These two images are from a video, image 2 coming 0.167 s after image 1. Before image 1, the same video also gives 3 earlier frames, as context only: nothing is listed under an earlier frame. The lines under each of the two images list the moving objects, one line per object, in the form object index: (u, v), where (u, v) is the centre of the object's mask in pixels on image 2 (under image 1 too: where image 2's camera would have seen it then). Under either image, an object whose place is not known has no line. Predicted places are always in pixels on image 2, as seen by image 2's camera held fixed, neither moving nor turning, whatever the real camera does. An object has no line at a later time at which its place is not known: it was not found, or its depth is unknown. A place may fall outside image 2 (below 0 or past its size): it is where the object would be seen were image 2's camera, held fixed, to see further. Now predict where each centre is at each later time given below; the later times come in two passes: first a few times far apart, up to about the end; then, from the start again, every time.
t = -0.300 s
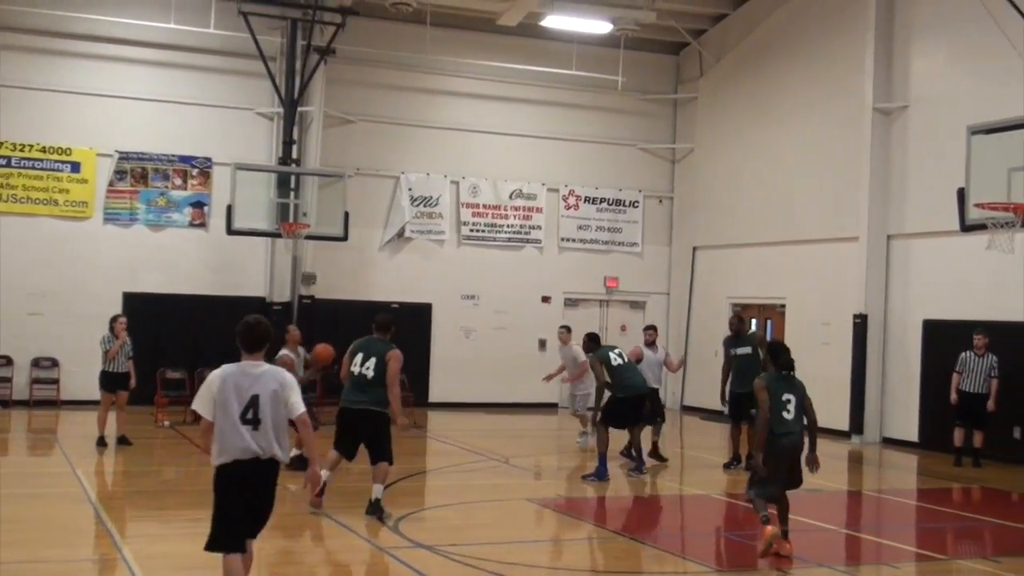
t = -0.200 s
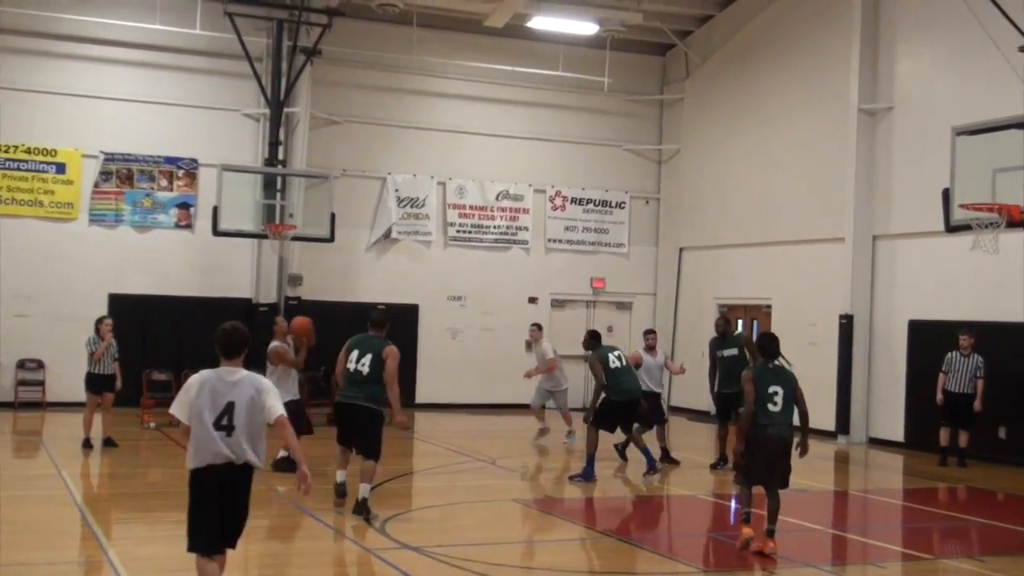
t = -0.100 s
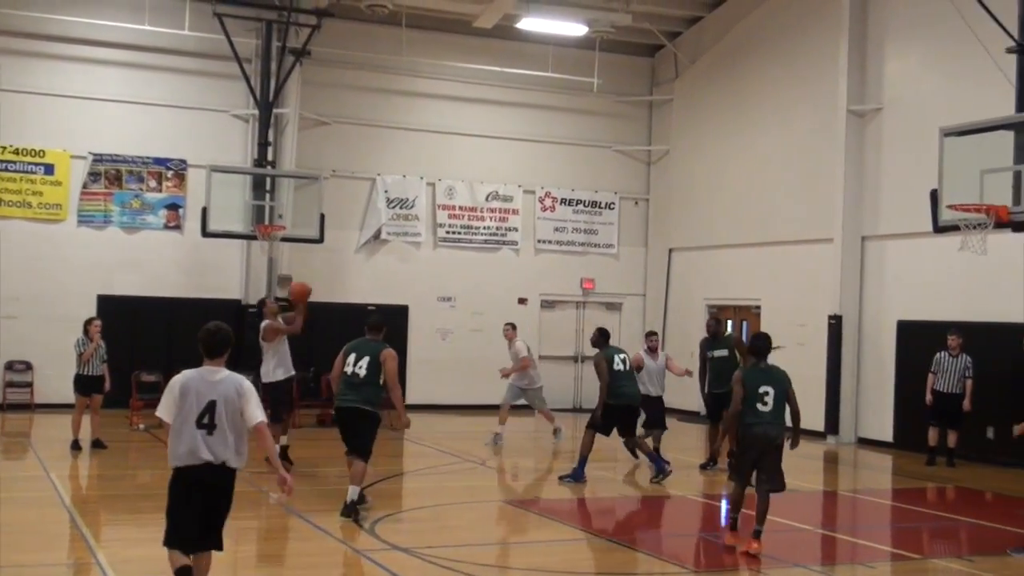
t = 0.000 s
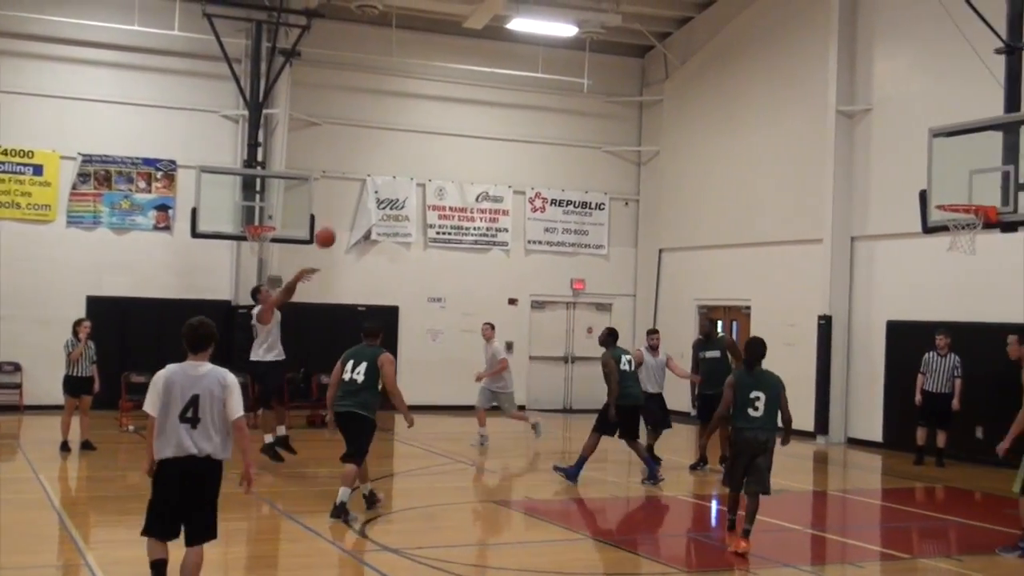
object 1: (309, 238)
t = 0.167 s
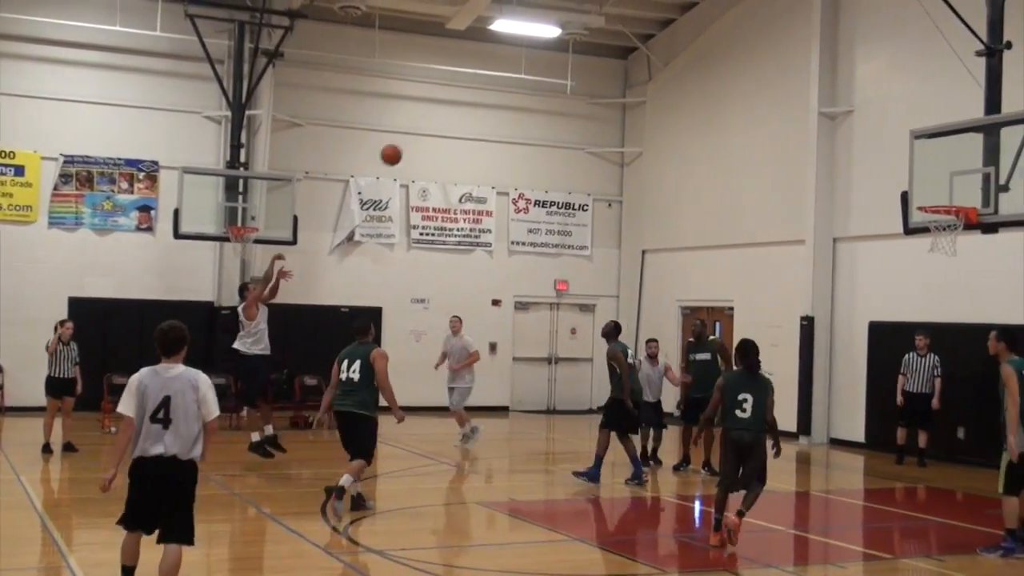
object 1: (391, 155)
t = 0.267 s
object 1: (441, 115)
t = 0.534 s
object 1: (574, 51)
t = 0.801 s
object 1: (709, 51)
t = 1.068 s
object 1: (847, 119)
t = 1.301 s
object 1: (954, 226)
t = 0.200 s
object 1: (408, 141)
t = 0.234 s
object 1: (424, 127)
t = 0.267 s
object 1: (441, 115)
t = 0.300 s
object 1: (457, 104)
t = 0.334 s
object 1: (473, 94)
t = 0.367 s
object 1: (490, 84)
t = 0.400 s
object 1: (507, 76)
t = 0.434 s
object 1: (523, 69)
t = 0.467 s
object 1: (541, 62)
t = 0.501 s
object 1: (557, 57)
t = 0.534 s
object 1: (574, 51)
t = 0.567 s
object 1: (590, 48)
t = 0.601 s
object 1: (607, 46)
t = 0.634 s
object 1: (625, 45)
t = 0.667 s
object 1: (641, 45)
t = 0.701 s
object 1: (658, 45)
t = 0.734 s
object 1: (675, 45)
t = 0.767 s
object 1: (692, 47)
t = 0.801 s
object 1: (709, 51)
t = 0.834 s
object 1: (726, 56)
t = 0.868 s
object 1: (743, 61)
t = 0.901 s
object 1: (760, 68)
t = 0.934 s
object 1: (778, 76)
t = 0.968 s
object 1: (795, 85)
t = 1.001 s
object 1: (812, 95)
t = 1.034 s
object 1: (830, 107)
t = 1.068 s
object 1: (847, 119)
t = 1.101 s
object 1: (864, 131)
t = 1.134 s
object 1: (881, 146)
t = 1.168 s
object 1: (899, 161)
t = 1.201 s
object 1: (916, 178)
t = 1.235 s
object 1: (933, 195)
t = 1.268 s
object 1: (948, 212)
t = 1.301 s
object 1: (954, 226)
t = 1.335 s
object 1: (957, 239)
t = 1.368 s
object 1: (959, 247)
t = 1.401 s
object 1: (960, 255)
